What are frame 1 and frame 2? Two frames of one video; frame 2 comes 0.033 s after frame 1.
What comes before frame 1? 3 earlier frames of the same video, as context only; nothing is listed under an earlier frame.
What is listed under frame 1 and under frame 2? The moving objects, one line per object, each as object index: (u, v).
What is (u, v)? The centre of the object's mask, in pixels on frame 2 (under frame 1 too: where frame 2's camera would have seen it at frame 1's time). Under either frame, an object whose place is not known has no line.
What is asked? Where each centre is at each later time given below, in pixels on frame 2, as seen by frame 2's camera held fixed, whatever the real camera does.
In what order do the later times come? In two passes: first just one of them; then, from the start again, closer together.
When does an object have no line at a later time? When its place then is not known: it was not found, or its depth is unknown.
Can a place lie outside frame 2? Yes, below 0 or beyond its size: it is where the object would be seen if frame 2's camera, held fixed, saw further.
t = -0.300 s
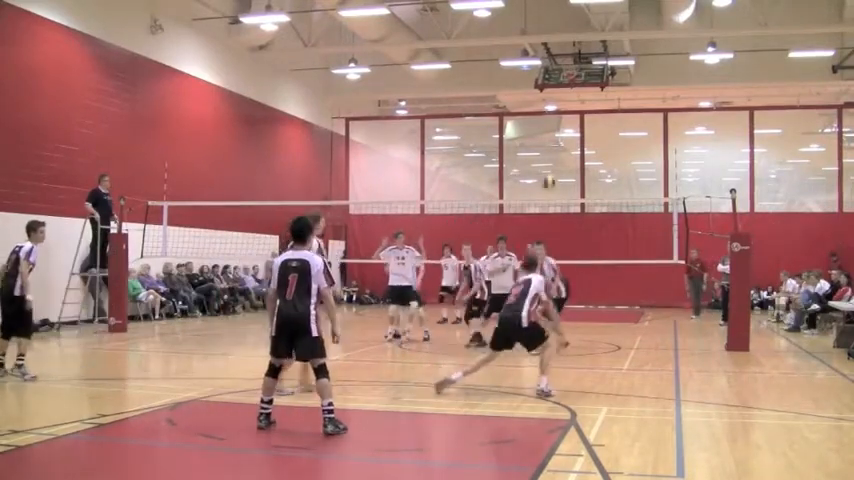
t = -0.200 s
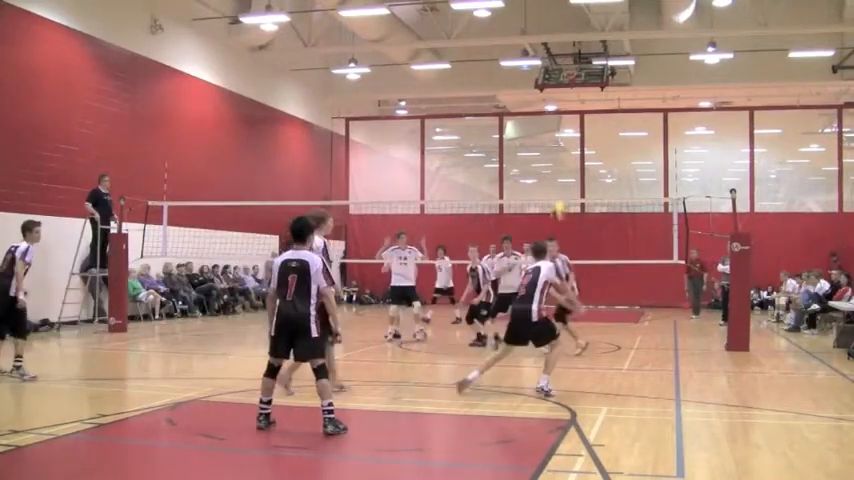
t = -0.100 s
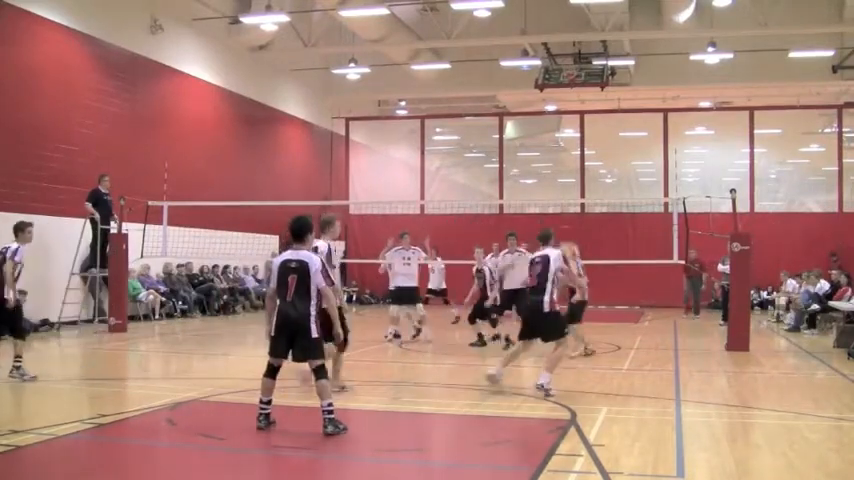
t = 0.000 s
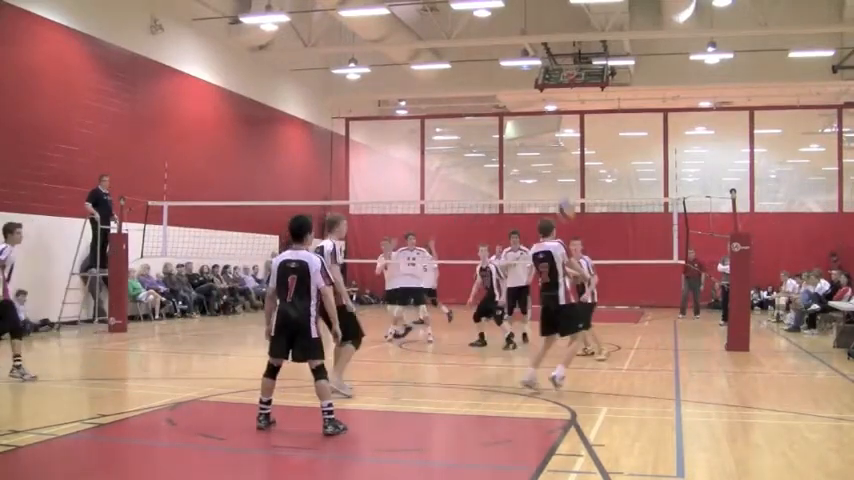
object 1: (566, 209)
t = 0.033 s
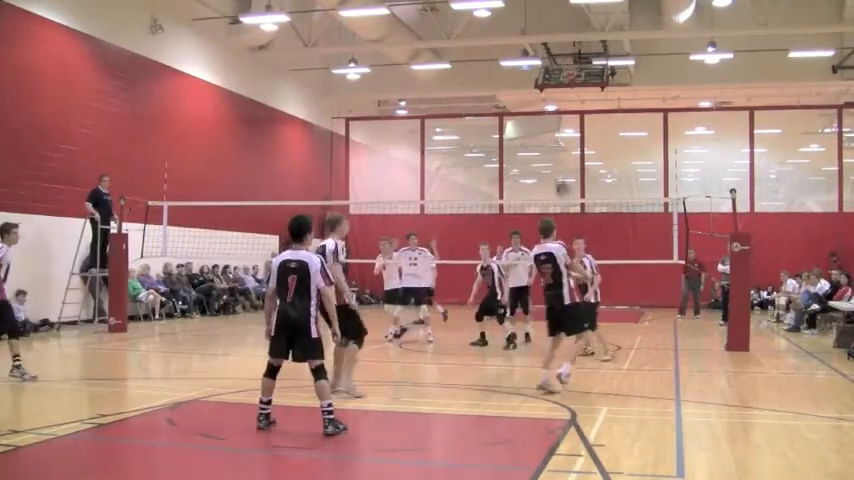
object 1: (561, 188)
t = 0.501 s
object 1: (531, 23)
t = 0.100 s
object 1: (556, 146)
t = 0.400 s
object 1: (536, 40)
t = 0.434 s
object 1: (534, 33)
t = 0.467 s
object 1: (533, 27)
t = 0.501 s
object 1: (531, 23)
